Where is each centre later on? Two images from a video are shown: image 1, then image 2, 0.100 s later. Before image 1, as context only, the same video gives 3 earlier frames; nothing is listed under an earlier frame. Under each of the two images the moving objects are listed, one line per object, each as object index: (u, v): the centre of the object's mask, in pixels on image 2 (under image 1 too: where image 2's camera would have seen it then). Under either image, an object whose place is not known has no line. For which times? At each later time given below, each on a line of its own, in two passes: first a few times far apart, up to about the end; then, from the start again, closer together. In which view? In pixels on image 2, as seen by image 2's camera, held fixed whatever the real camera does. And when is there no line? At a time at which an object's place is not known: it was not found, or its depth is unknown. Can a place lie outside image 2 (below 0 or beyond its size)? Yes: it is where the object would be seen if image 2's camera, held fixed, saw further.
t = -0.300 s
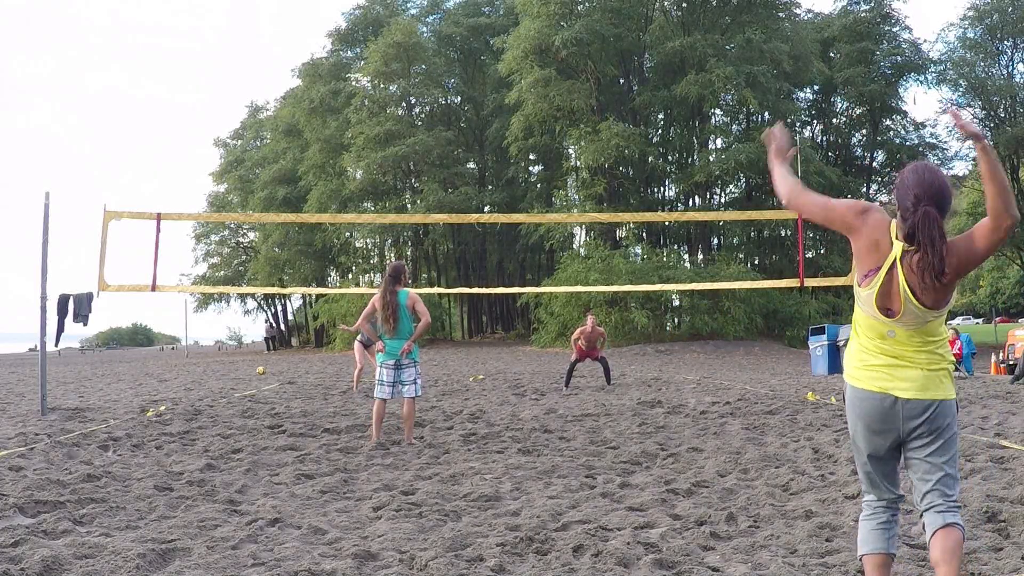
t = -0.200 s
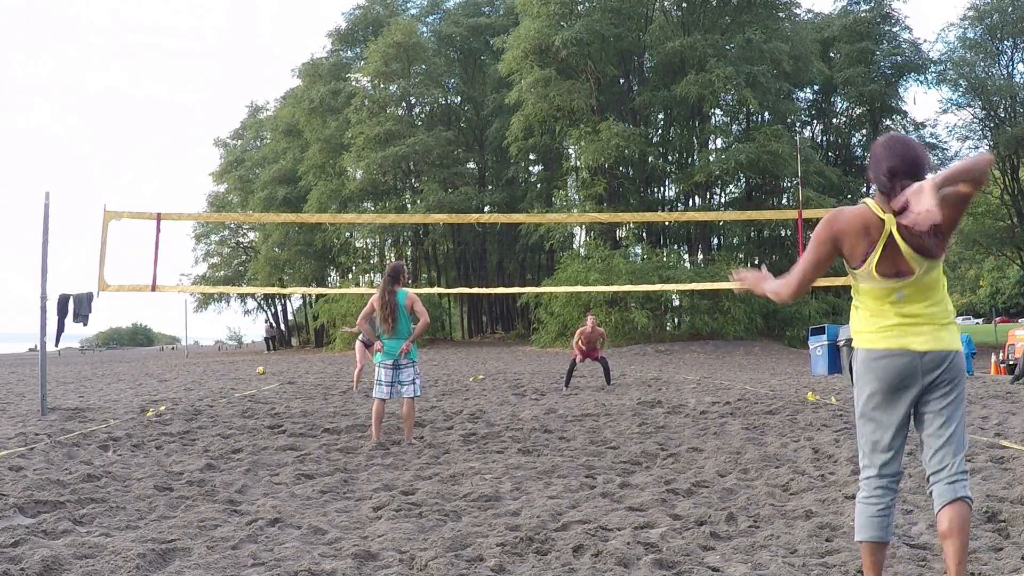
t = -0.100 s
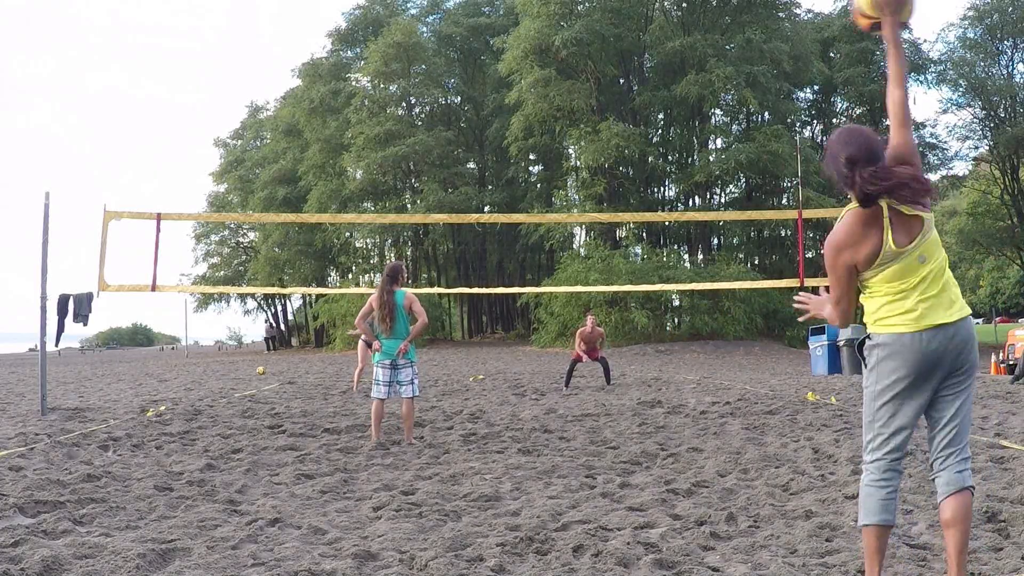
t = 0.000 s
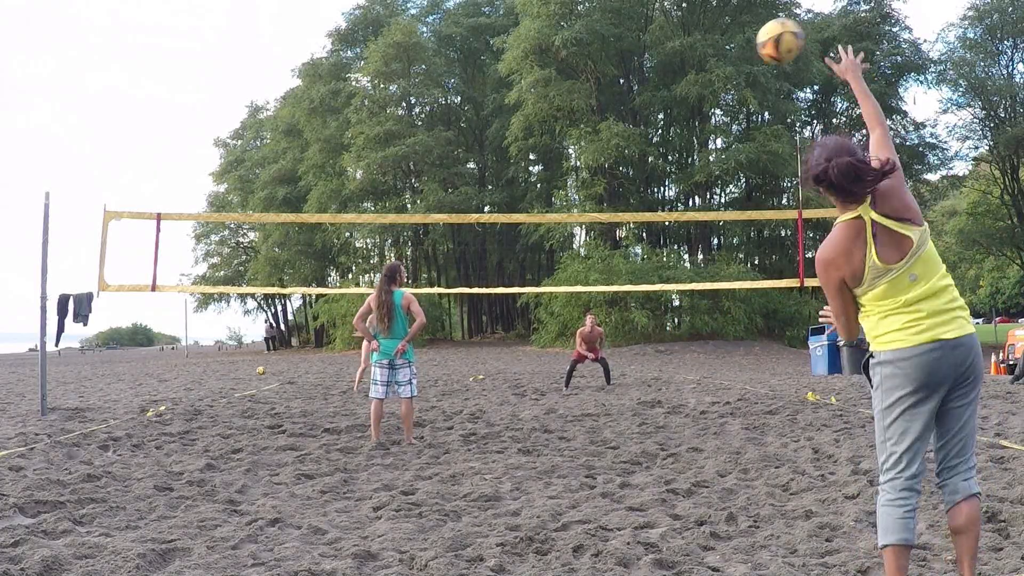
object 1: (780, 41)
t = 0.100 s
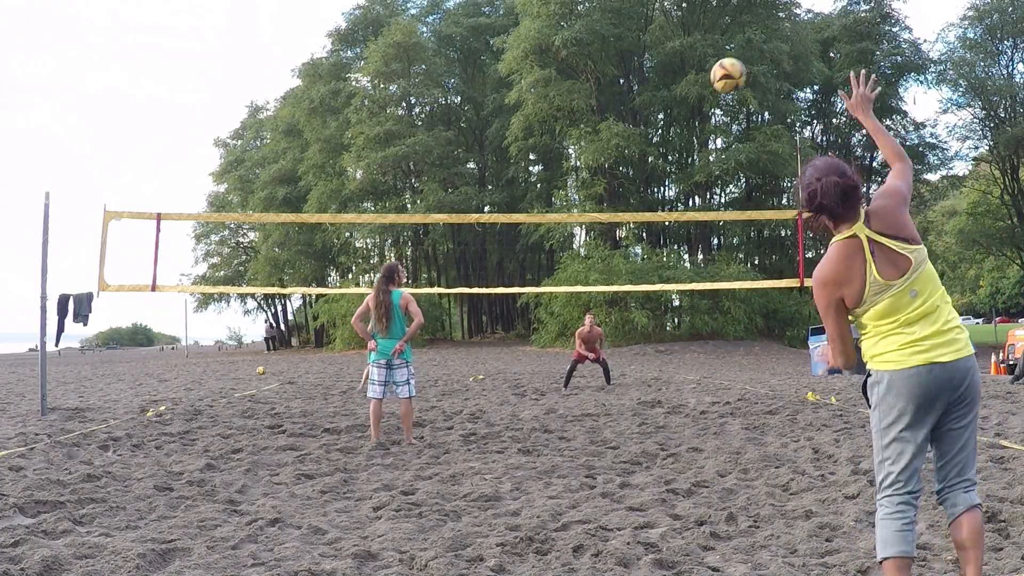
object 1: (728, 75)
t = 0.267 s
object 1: (686, 131)
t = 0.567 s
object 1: (661, 211)
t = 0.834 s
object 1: (659, 238)
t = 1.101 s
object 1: (657, 307)
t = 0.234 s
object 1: (692, 120)
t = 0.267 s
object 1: (686, 131)
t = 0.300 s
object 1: (681, 142)
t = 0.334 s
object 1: (676, 154)
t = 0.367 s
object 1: (673, 164)
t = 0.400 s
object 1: (670, 175)
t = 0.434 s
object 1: (667, 186)
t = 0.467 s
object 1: (665, 197)
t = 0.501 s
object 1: (662, 208)
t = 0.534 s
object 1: (661, 210)
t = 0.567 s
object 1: (661, 211)
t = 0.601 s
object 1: (660, 209)
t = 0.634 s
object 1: (660, 209)
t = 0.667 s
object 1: (660, 211)
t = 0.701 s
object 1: (659, 224)
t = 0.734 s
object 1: (659, 224)
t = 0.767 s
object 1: (659, 226)
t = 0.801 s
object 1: (659, 231)
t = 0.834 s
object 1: (659, 238)
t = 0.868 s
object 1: (658, 243)
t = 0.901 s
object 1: (658, 251)
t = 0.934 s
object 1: (658, 259)
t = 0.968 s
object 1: (658, 267)
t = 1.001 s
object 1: (658, 276)
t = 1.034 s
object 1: (657, 282)
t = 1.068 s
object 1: (658, 298)
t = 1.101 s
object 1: (657, 307)
